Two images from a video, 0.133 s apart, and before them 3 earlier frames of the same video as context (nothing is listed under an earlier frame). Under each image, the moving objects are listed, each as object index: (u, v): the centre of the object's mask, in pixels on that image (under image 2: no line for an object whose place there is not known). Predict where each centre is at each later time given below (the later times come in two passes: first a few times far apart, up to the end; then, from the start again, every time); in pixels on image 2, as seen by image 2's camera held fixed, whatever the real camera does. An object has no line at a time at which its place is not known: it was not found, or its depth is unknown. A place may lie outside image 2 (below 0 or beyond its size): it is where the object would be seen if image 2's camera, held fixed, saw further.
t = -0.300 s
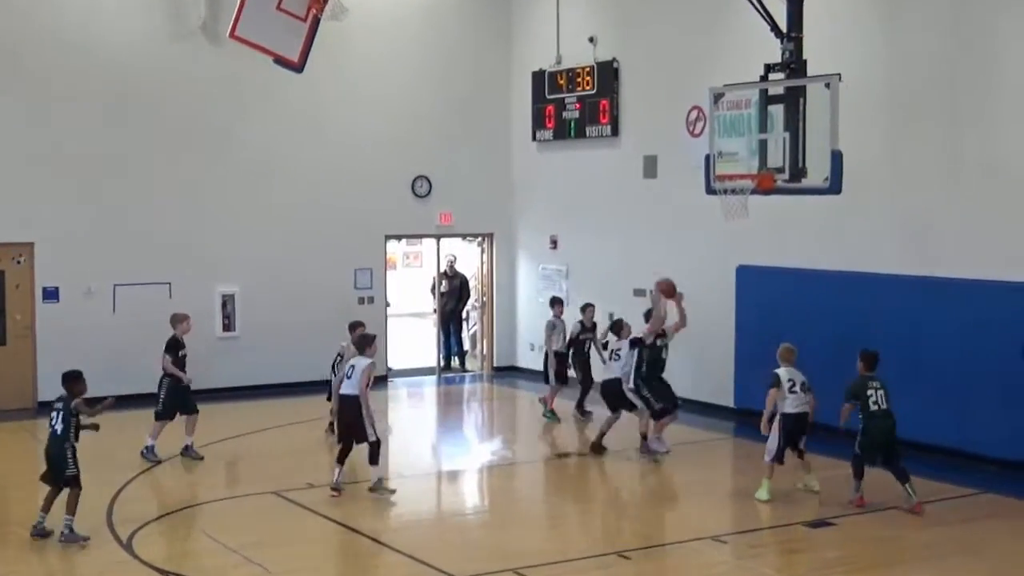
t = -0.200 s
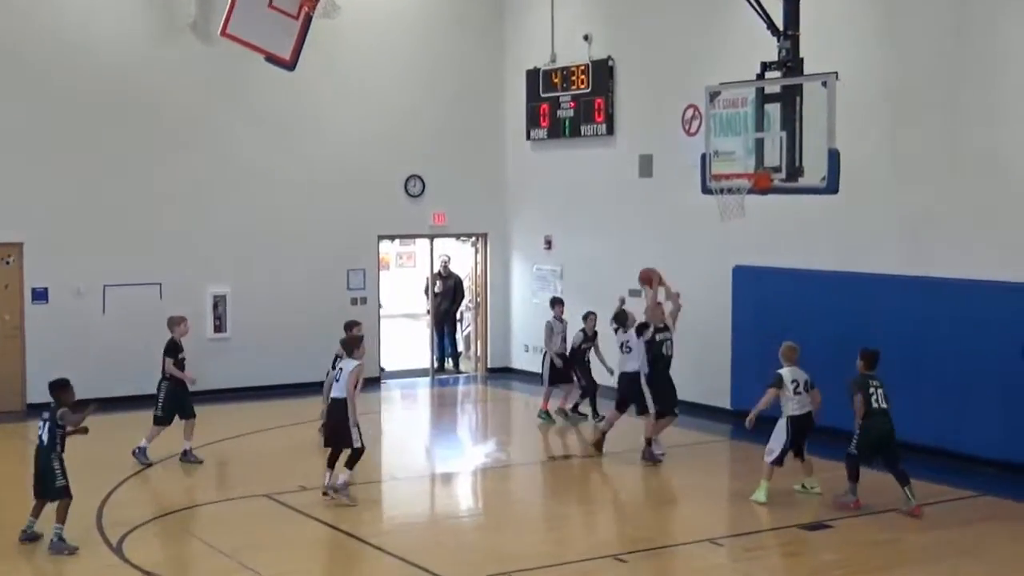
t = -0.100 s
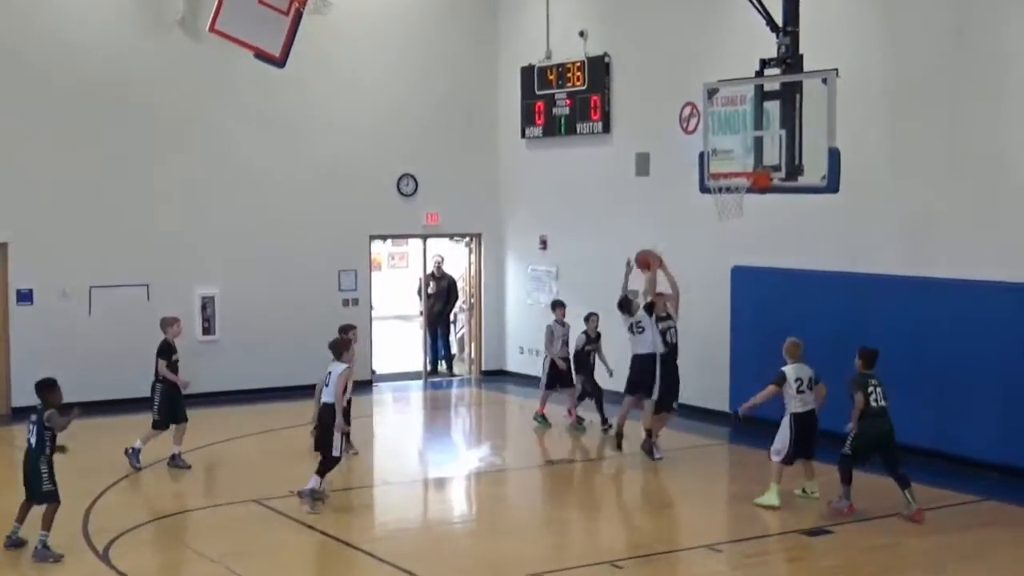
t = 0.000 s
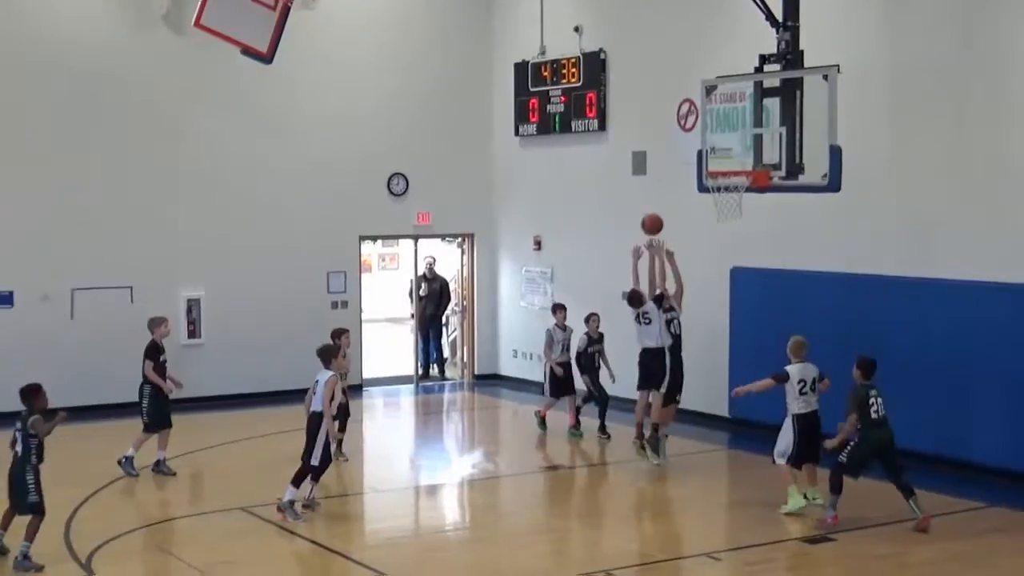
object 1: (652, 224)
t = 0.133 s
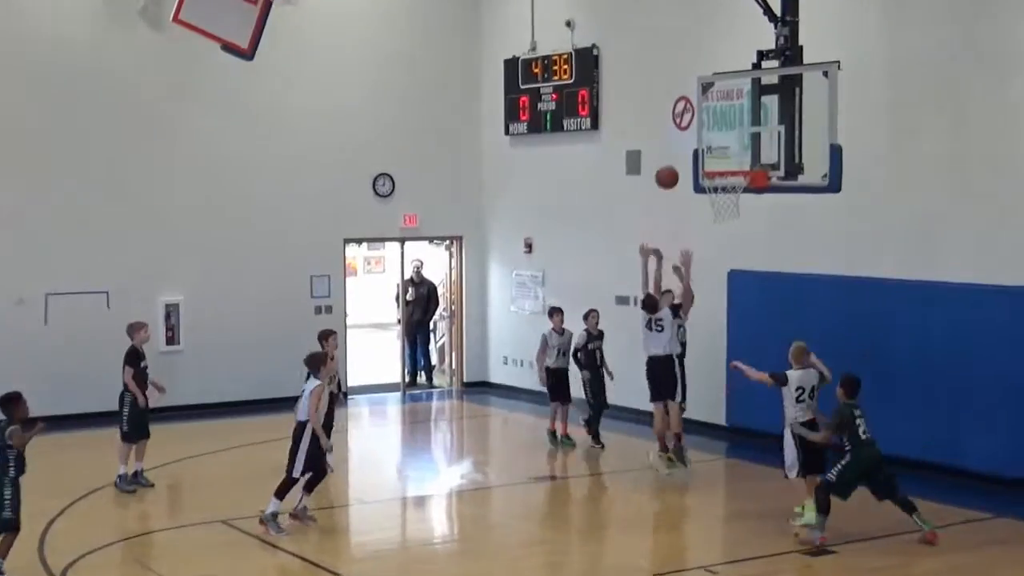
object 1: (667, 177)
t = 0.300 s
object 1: (693, 140)
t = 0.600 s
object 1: (742, 142)
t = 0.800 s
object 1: (773, 163)
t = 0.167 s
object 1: (672, 168)
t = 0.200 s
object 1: (677, 160)
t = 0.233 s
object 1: (683, 151)
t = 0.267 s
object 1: (688, 145)
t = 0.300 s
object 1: (693, 140)
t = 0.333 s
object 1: (698, 136)
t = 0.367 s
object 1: (704, 132)
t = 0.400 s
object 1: (709, 130)
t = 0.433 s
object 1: (714, 129)
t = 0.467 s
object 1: (720, 129)
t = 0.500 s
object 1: (725, 131)
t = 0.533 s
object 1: (731, 133)
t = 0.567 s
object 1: (736, 137)
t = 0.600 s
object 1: (742, 142)
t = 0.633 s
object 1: (746, 148)
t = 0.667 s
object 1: (752, 156)
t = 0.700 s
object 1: (758, 161)
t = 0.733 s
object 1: (764, 161)
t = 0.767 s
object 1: (769, 161)
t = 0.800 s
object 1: (773, 163)
